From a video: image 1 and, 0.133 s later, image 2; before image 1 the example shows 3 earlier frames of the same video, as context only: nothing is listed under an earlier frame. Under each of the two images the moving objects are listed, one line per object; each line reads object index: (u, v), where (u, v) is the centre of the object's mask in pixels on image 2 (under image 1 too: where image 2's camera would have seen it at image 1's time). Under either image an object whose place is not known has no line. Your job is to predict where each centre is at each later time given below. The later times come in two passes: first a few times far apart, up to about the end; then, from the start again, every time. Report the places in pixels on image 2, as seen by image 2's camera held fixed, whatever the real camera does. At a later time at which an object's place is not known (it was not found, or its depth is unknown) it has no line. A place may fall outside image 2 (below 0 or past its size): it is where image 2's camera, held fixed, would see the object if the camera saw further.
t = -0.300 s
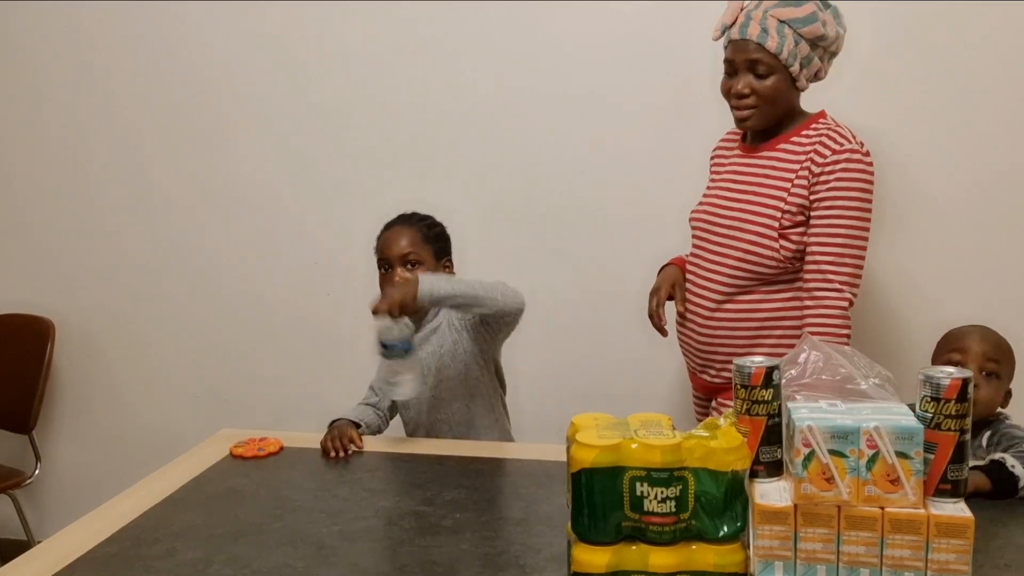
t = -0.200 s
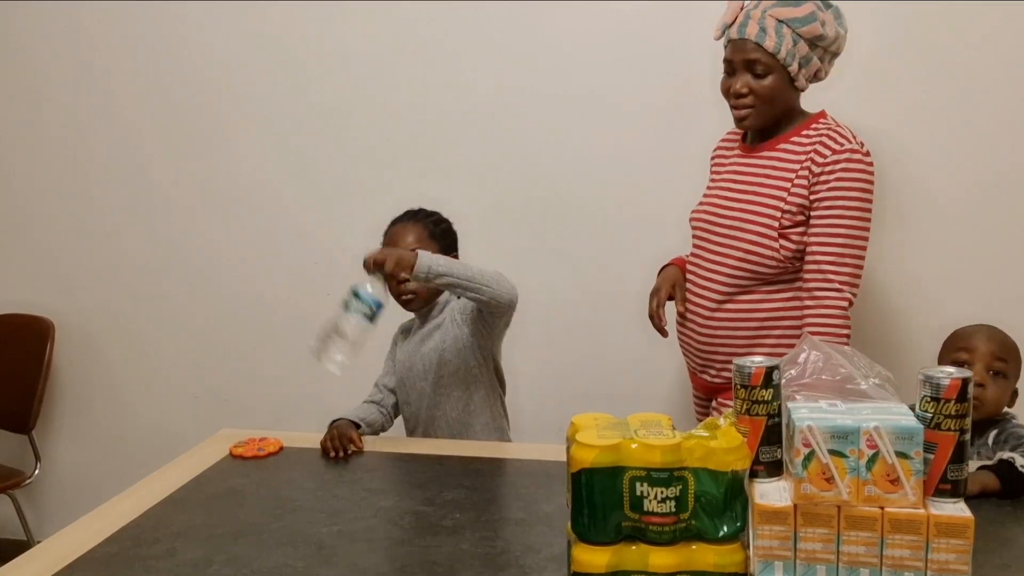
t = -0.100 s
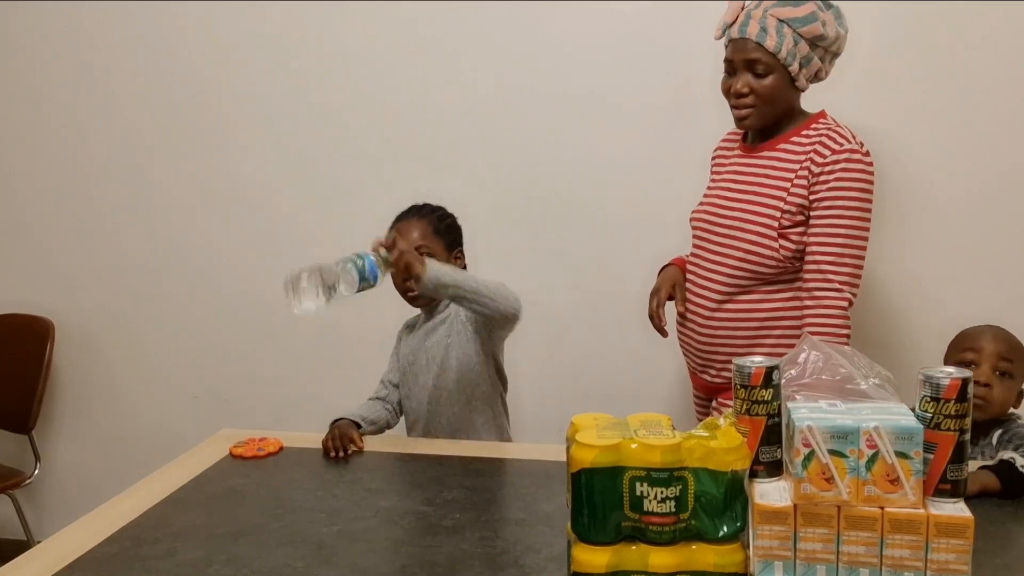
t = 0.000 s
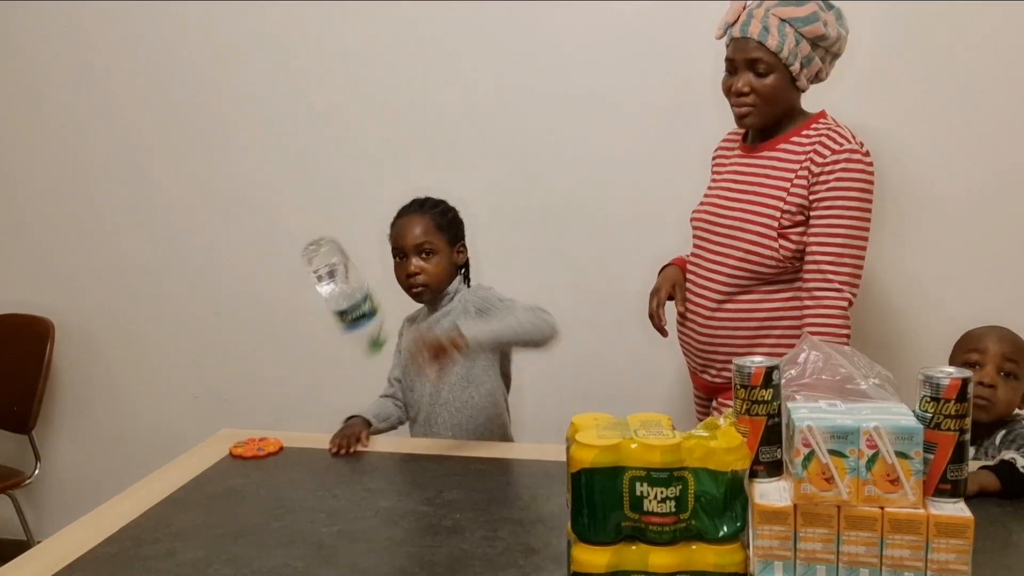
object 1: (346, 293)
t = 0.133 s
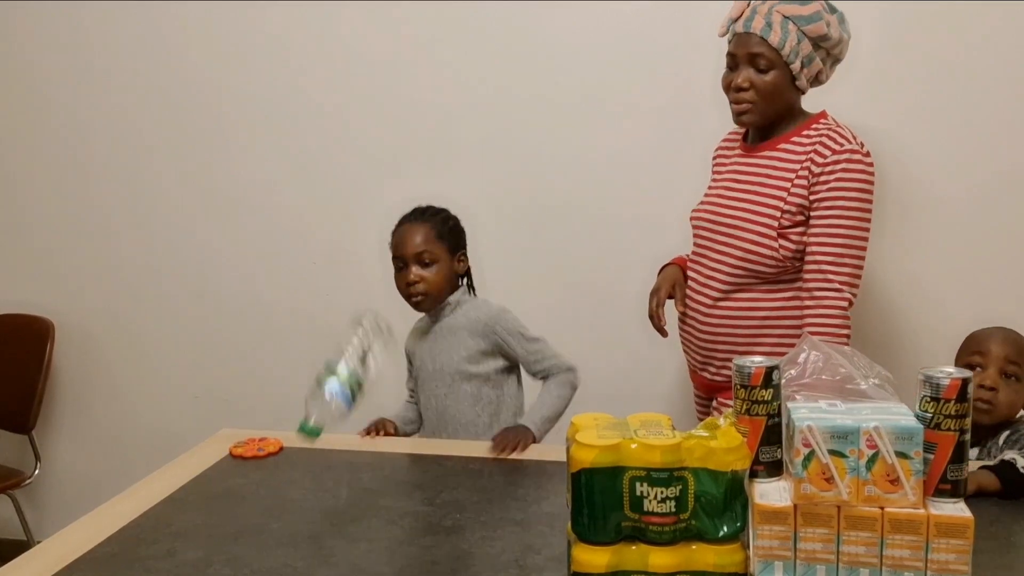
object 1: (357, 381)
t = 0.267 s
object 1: (385, 530)
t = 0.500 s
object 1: (443, 548)
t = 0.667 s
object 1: (492, 556)
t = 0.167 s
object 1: (357, 412)
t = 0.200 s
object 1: (366, 460)
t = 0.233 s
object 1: (377, 511)
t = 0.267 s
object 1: (385, 530)
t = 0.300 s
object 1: (390, 535)
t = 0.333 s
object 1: (397, 539)
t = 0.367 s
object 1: (405, 541)
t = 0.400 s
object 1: (414, 543)
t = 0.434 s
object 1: (423, 545)
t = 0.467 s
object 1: (433, 547)
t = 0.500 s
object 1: (443, 548)
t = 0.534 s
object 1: (452, 549)
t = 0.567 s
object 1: (462, 550)
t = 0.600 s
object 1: (472, 552)
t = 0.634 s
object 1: (482, 554)
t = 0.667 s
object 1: (492, 556)
